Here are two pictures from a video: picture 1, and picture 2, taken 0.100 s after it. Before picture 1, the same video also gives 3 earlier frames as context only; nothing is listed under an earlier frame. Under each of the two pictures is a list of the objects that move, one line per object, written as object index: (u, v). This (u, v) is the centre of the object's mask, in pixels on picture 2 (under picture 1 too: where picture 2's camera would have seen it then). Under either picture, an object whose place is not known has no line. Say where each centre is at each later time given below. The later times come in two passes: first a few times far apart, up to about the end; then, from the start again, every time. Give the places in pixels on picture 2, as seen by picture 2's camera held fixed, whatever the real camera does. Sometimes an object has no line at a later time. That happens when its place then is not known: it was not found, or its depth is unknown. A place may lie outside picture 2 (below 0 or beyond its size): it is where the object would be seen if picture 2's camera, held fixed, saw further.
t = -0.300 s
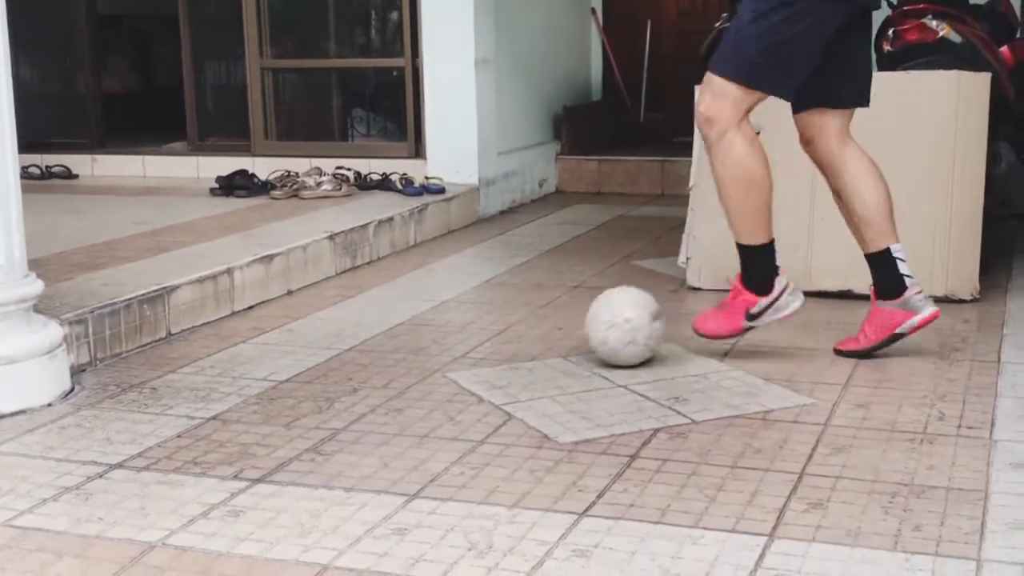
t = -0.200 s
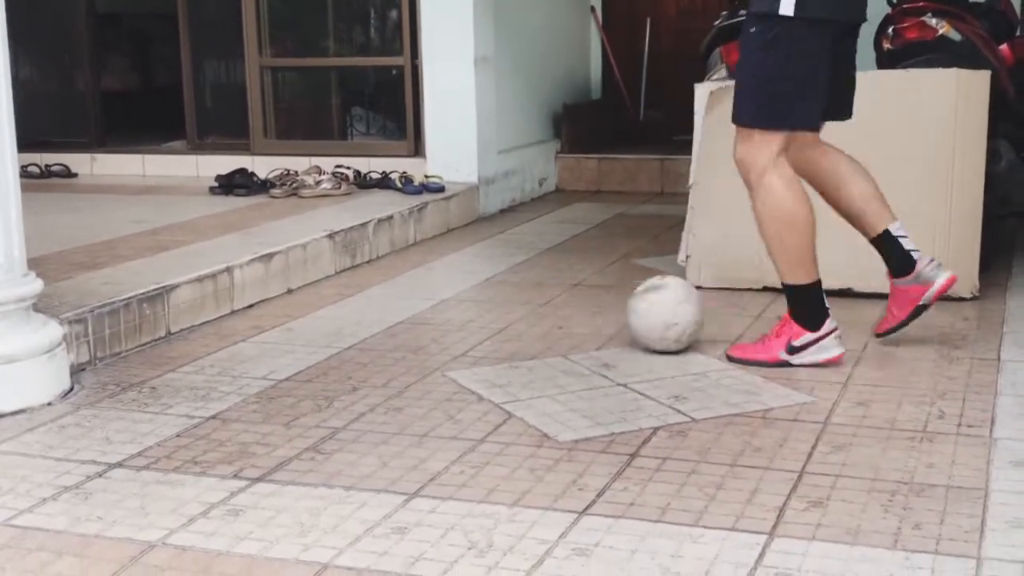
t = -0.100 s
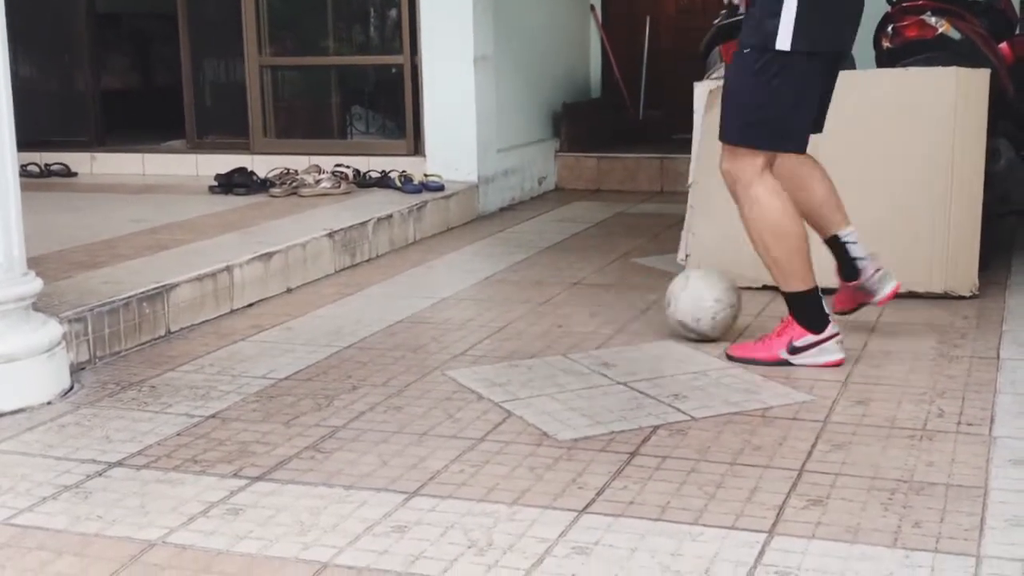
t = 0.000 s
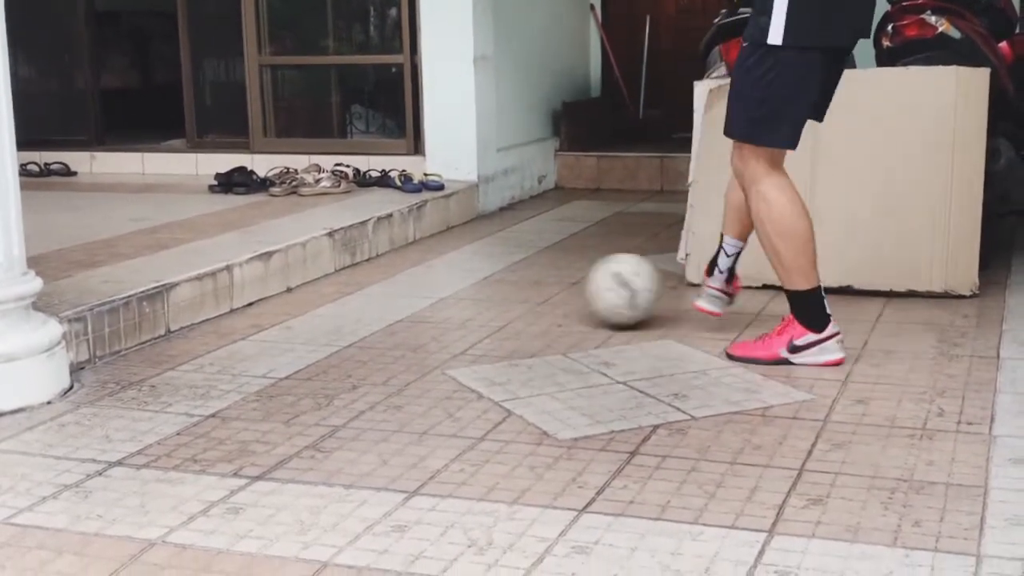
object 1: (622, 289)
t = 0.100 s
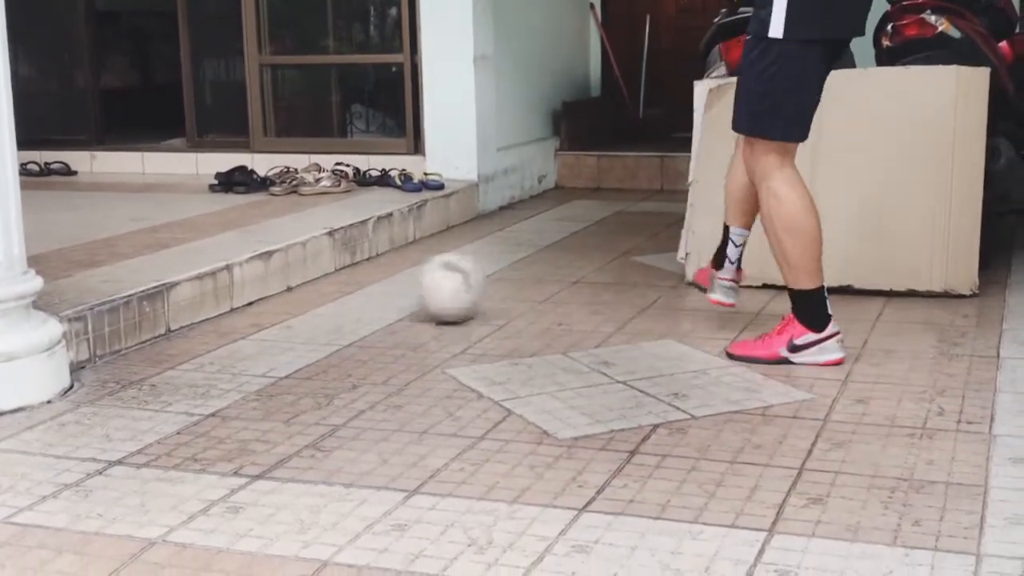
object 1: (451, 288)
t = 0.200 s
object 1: (268, 285)
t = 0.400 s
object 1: (410, 292)
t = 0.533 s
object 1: (510, 297)
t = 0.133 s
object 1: (388, 286)
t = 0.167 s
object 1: (327, 286)
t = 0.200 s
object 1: (268, 285)
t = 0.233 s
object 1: (261, 284)
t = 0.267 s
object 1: (293, 286)
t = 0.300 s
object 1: (325, 288)
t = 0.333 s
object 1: (355, 290)
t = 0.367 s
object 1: (382, 291)
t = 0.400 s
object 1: (410, 292)
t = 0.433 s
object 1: (436, 294)
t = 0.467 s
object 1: (462, 295)
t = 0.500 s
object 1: (487, 296)
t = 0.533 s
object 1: (510, 297)
